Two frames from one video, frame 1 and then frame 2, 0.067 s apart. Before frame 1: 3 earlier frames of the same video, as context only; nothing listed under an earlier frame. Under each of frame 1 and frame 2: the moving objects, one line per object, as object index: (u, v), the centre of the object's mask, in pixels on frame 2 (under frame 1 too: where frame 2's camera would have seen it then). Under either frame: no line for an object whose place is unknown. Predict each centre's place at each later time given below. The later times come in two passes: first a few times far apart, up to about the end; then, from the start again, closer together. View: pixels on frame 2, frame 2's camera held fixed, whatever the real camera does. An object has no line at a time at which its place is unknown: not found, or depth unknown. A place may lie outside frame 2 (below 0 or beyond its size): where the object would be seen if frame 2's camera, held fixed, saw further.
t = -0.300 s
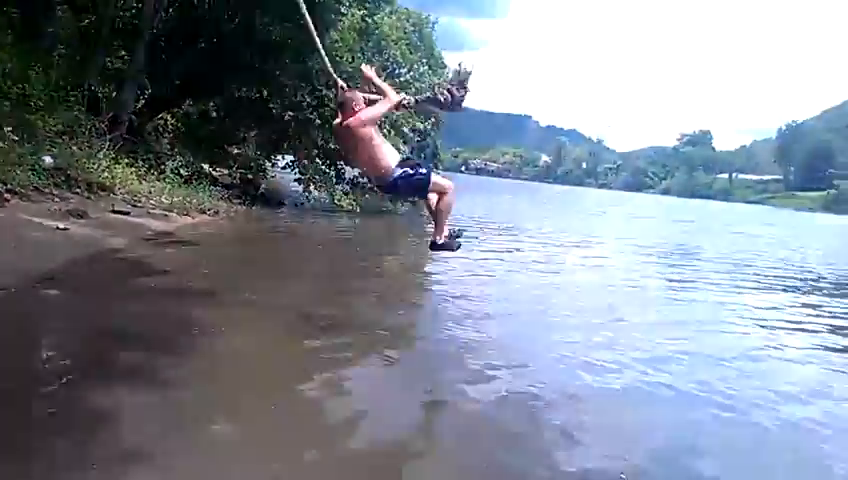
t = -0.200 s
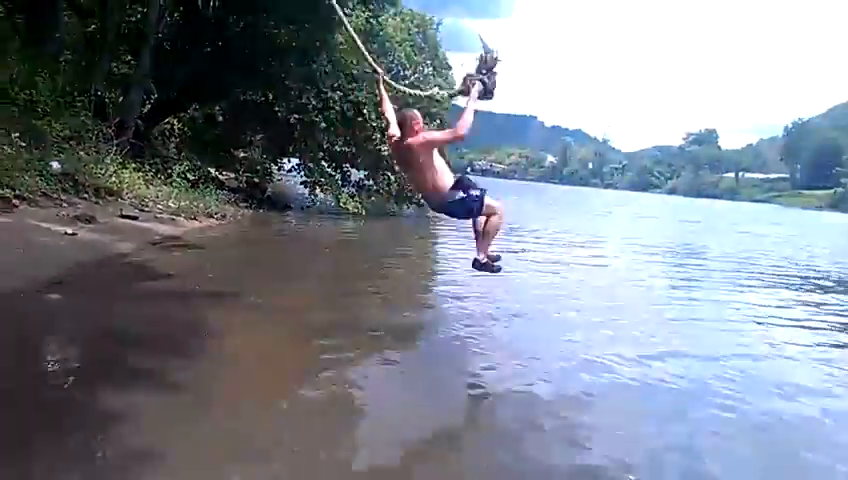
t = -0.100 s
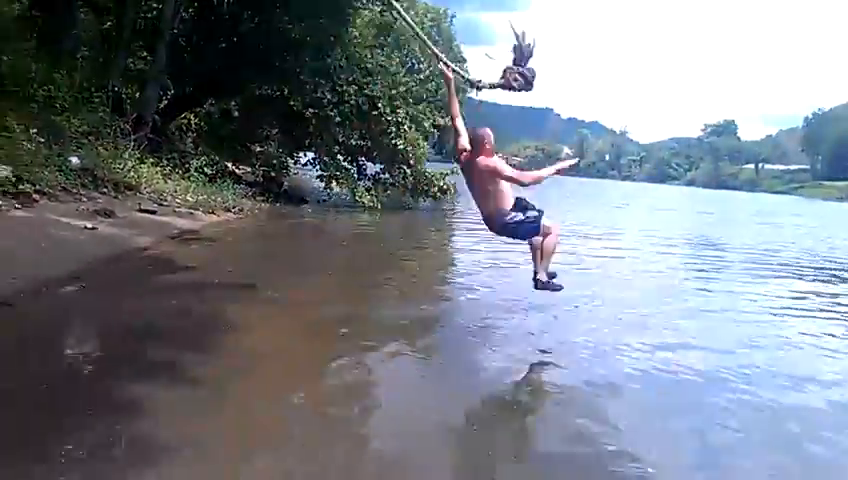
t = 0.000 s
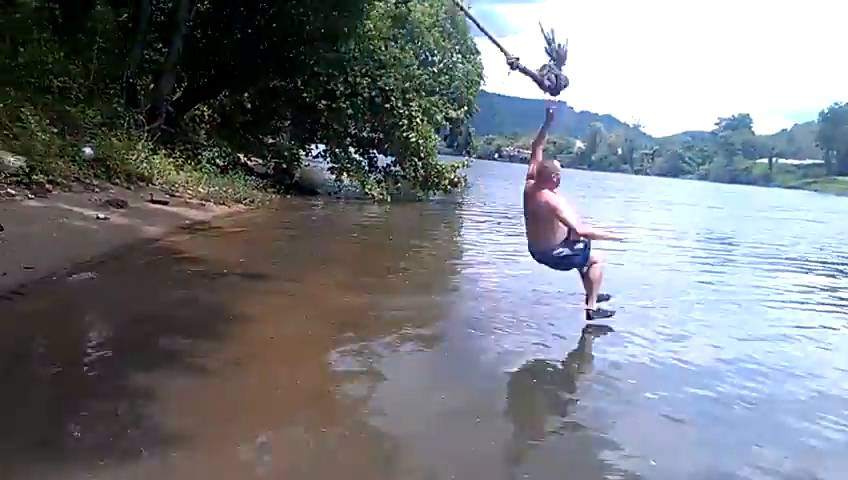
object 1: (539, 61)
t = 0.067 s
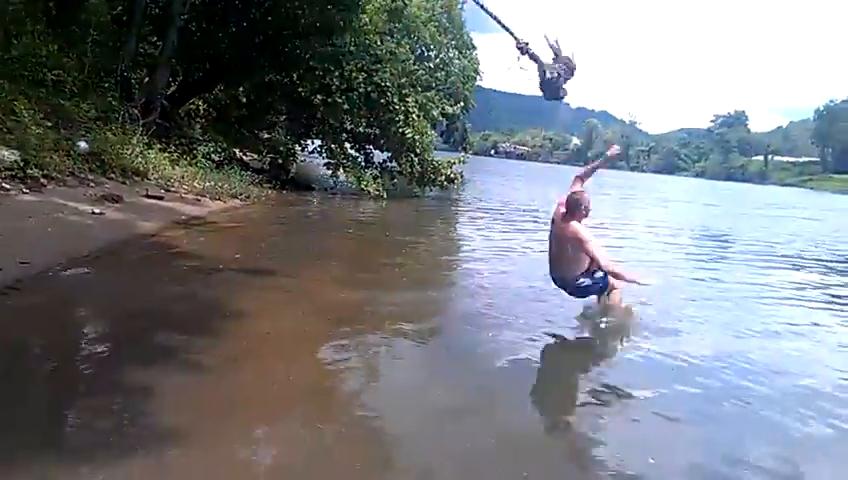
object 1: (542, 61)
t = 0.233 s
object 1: (542, 86)
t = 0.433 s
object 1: (503, 103)
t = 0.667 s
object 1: (435, 126)
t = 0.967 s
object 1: (298, 183)
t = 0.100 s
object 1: (544, 65)
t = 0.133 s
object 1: (547, 71)
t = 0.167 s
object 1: (550, 79)
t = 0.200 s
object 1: (547, 86)
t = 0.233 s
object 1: (542, 86)
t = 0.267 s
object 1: (536, 90)
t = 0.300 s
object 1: (531, 92)
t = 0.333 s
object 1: (525, 95)
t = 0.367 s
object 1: (519, 99)
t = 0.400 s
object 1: (513, 101)
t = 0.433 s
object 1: (503, 103)
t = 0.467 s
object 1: (495, 106)
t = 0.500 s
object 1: (486, 106)
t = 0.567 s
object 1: (467, 113)
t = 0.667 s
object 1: (435, 126)
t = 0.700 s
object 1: (423, 135)
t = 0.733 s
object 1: (410, 142)
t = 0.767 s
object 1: (397, 154)
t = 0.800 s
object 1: (382, 161)
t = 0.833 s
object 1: (368, 168)
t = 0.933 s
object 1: (316, 180)
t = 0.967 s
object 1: (298, 183)
